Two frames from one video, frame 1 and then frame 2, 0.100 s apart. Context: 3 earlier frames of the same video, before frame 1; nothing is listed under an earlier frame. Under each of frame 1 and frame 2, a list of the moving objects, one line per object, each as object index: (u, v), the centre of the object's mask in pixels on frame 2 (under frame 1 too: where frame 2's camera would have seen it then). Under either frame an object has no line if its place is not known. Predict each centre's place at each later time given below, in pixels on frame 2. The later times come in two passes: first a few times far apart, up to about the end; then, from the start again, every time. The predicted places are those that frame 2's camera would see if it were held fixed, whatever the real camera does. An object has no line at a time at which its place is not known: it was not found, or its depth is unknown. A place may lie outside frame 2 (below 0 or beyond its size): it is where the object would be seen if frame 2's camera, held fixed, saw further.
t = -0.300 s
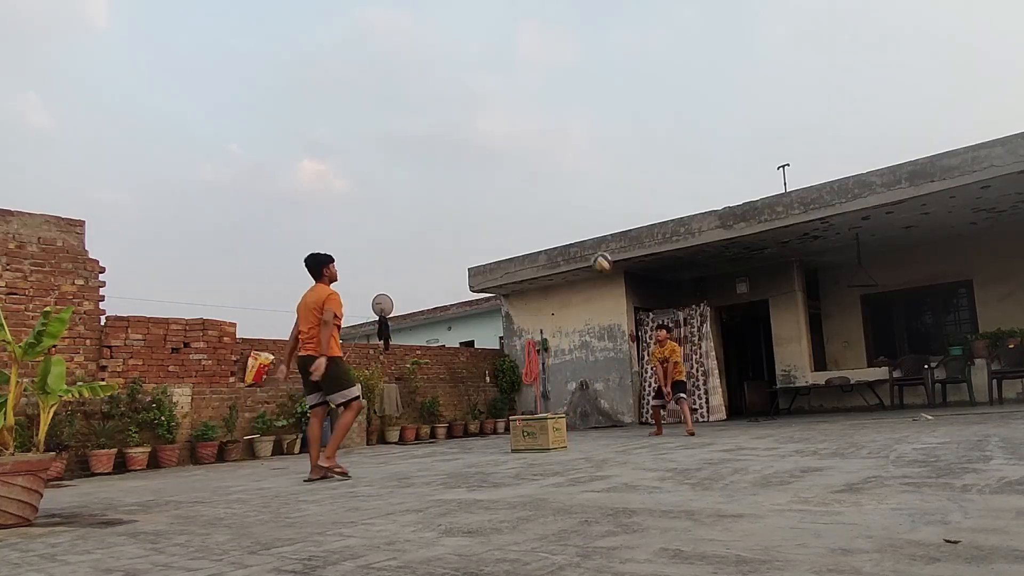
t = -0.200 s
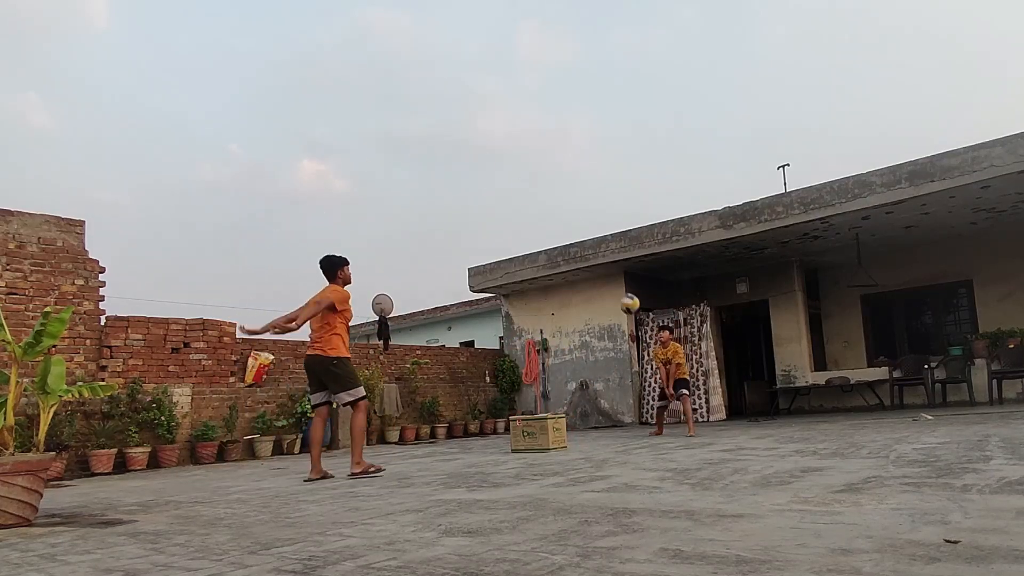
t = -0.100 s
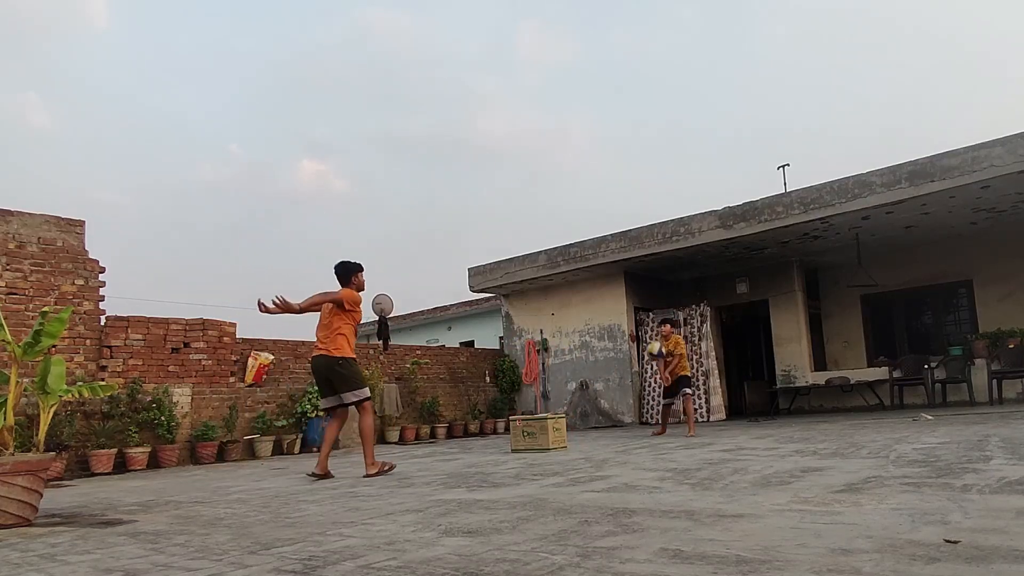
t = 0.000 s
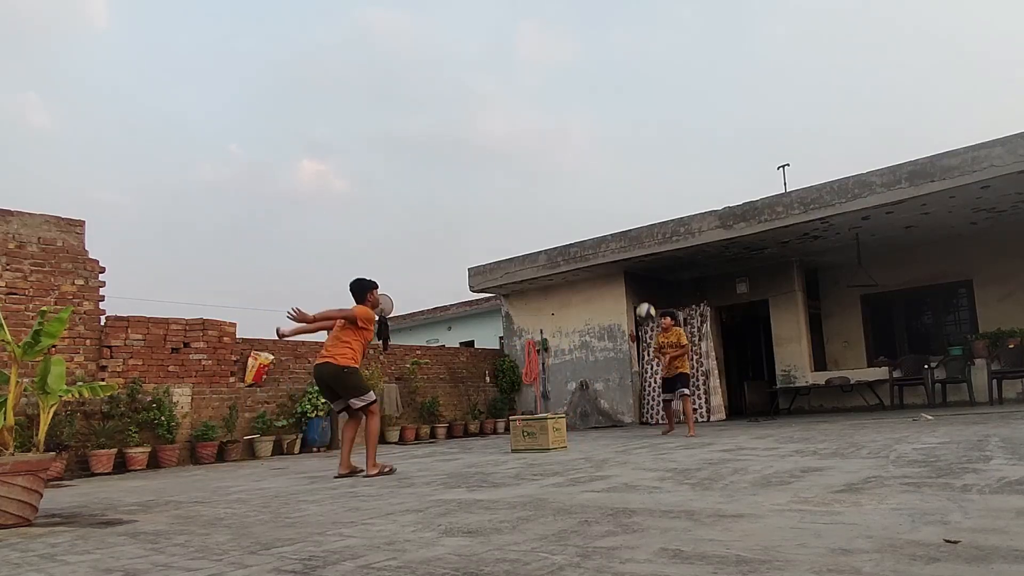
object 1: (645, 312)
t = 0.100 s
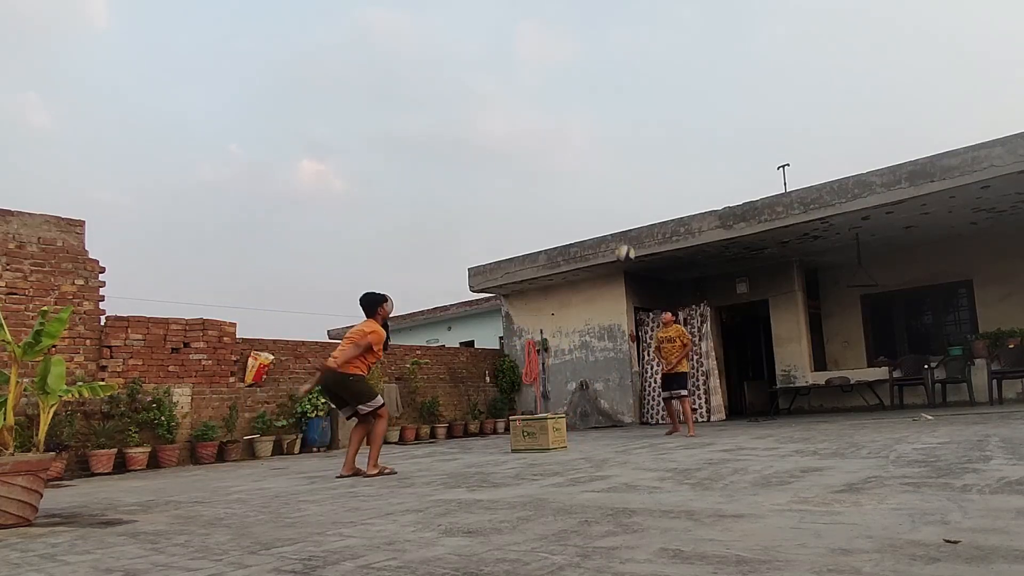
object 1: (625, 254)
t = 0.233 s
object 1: (598, 189)
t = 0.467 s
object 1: (550, 106)
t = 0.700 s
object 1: (501, 67)
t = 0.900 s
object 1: (455, 73)
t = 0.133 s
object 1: (618, 237)
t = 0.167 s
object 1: (611, 220)
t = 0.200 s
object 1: (604, 204)
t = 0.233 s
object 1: (598, 189)
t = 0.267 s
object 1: (591, 174)
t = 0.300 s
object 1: (584, 161)
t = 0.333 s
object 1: (578, 148)
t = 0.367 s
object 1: (571, 136)
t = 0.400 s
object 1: (564, 125)
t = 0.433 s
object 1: (557, 115)
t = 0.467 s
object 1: (550, 106)
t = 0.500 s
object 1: (543, 97)
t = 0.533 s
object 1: (536, 90)
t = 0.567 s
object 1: (529, 83)
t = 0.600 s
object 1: (522, 77)
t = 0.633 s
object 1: (515, 73)
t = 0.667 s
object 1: (508, 69)
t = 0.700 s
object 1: (501, 67)
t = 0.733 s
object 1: (493, 65)
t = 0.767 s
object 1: (486, 64)
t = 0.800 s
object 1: (478, 64)
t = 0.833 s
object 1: (471, 66)
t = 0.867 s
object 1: (463, 69)
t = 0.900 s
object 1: (455, 73)
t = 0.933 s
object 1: (447, 78)
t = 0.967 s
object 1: (439, 84)
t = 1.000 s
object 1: (431, 92)
